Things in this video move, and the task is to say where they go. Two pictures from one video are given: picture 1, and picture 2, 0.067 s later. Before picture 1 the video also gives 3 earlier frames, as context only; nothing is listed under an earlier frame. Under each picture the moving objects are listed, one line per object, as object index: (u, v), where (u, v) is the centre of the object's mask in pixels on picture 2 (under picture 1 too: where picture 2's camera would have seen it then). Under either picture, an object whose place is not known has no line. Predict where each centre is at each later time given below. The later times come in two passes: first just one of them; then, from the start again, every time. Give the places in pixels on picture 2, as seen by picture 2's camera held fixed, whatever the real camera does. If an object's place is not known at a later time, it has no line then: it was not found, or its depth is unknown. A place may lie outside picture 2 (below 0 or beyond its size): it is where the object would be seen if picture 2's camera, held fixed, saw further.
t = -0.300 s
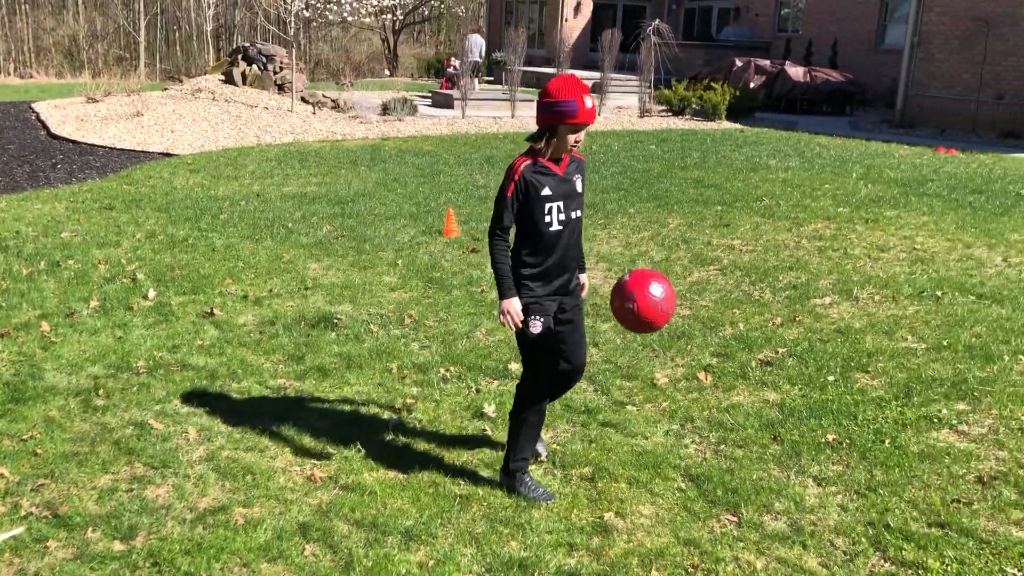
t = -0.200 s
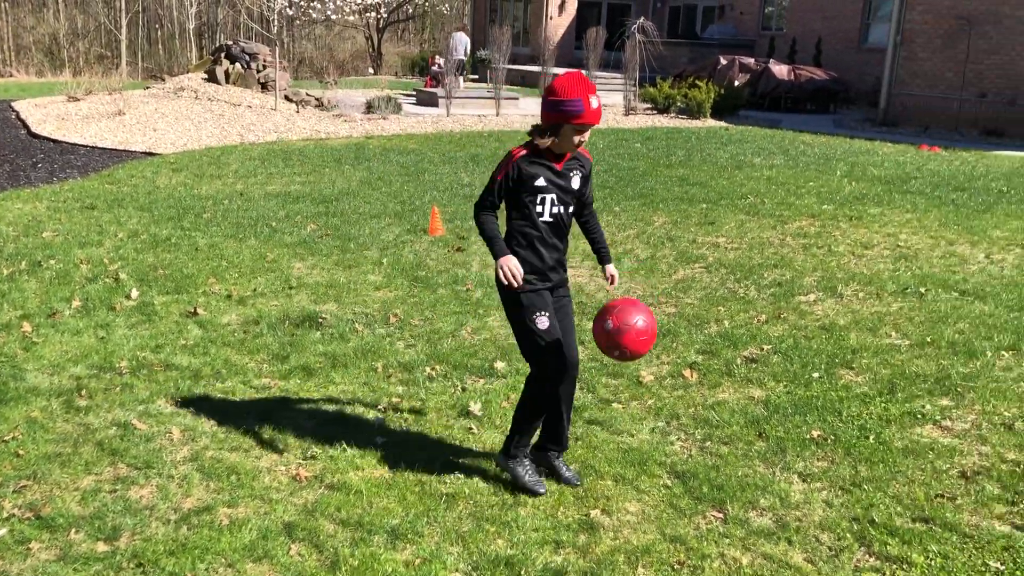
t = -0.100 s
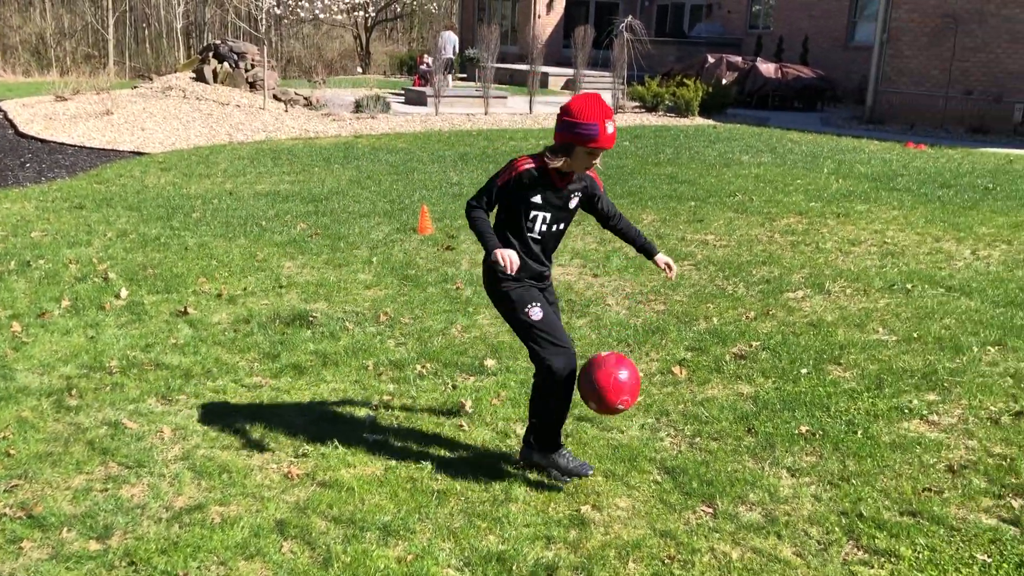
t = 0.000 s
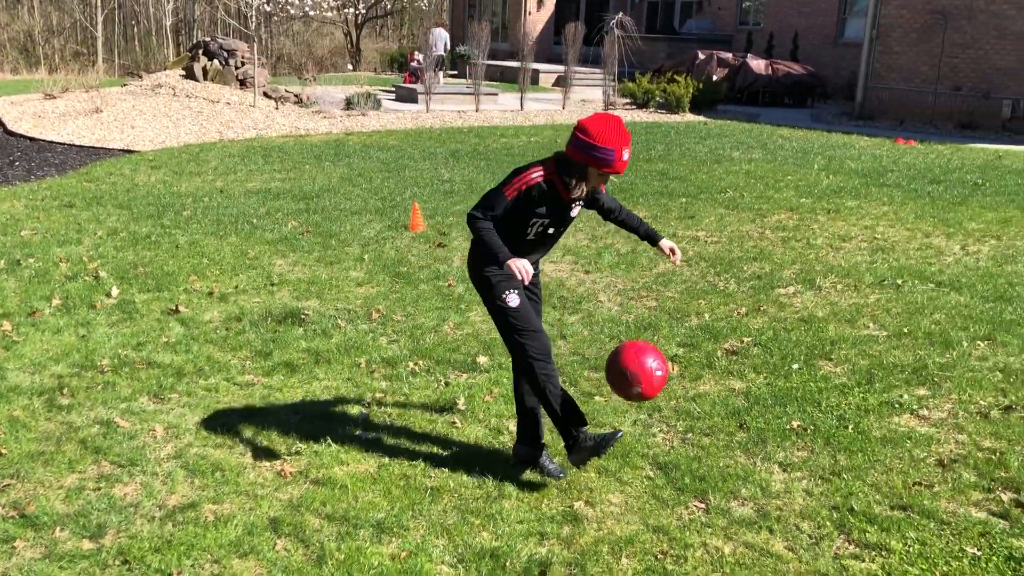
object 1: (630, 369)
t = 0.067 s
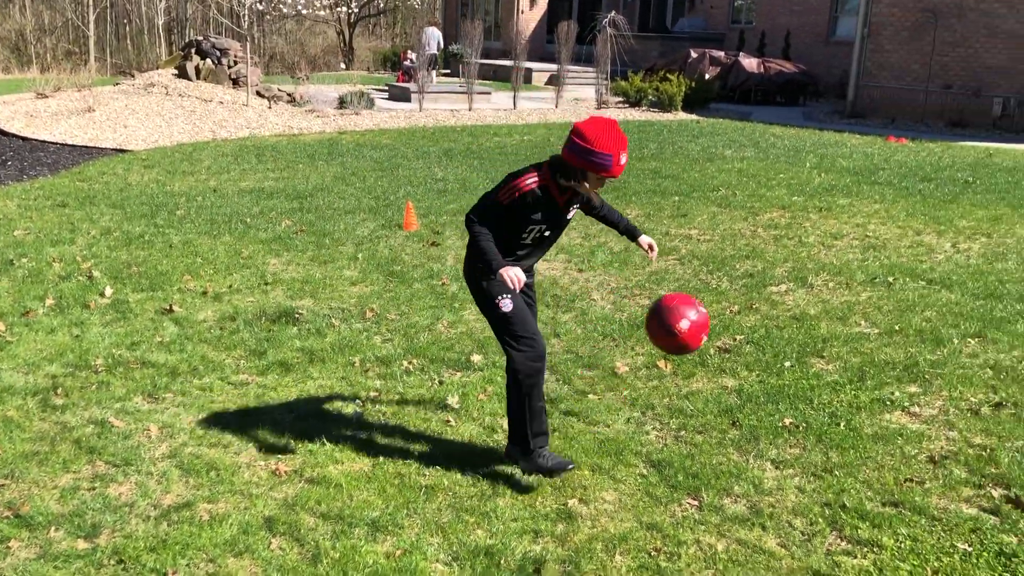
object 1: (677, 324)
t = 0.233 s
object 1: (800, 256)
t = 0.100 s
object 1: (702, 305)
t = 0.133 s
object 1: (726, 288)
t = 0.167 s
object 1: (750, 275)
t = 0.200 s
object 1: (775, 264)
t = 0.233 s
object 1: (800, 256)
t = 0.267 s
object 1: (825, 251)
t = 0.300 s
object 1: (850, 249)
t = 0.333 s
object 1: (874, 250)
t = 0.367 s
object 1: (898, 254)
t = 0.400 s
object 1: (921, 262)
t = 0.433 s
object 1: (944, 274)
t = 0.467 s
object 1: (966, 289)
